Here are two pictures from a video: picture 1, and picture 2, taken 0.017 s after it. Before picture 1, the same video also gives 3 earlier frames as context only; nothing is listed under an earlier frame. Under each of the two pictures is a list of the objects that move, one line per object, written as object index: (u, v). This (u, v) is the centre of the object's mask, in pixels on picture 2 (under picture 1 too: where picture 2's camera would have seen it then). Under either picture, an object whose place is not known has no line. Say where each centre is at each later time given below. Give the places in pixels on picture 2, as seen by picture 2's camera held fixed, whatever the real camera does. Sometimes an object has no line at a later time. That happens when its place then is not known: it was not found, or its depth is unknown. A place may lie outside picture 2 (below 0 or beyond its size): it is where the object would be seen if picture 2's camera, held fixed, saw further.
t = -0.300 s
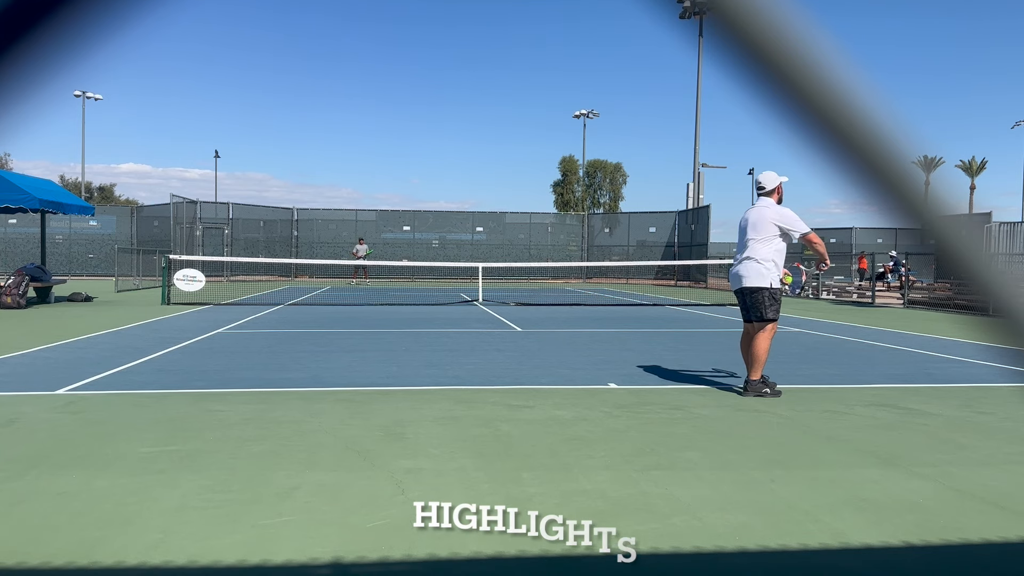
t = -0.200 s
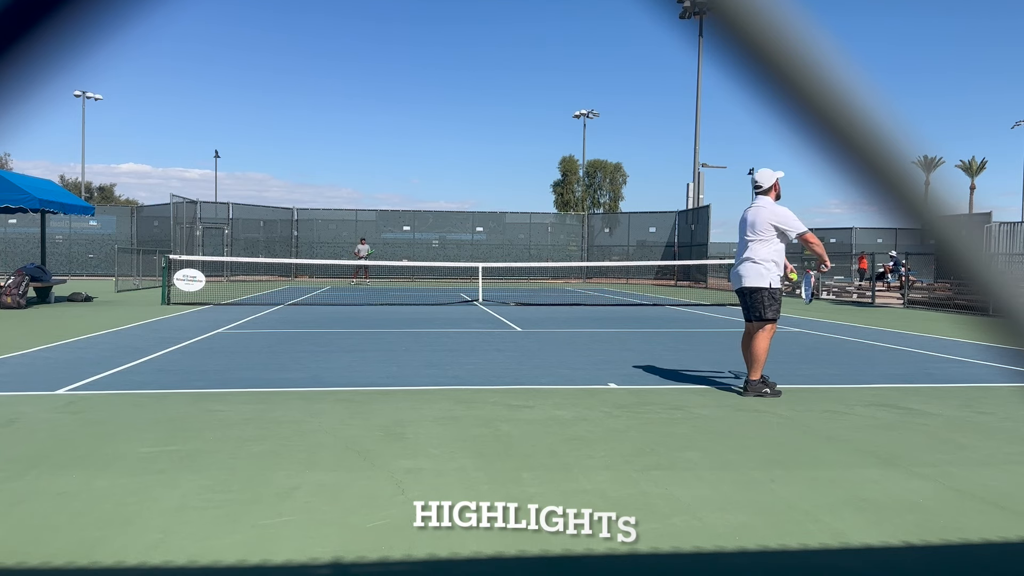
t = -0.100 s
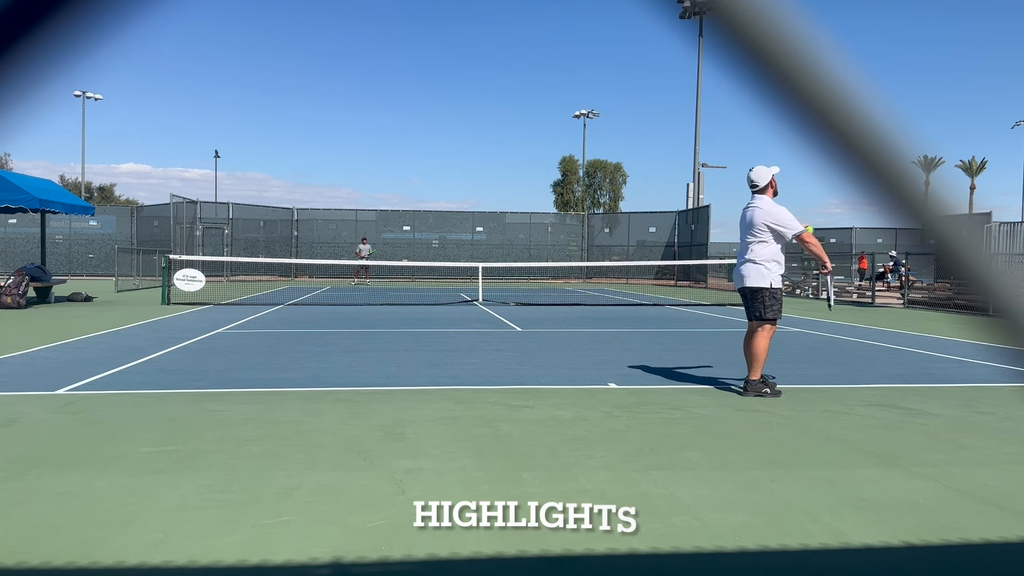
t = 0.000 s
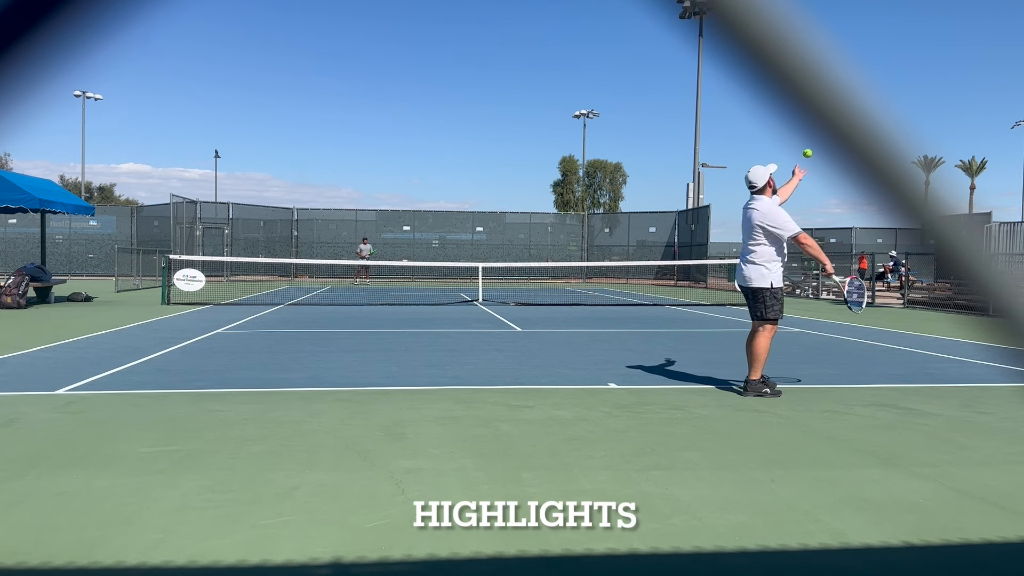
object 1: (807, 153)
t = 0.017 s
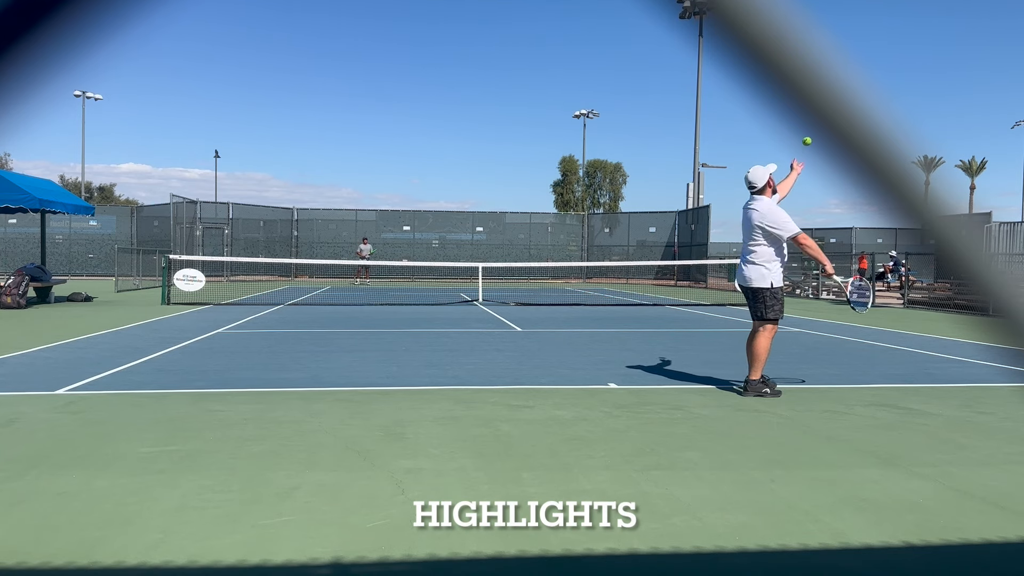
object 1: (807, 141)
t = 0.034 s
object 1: (807, 128)
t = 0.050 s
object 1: (806, 118)
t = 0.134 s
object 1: (805, 65)
